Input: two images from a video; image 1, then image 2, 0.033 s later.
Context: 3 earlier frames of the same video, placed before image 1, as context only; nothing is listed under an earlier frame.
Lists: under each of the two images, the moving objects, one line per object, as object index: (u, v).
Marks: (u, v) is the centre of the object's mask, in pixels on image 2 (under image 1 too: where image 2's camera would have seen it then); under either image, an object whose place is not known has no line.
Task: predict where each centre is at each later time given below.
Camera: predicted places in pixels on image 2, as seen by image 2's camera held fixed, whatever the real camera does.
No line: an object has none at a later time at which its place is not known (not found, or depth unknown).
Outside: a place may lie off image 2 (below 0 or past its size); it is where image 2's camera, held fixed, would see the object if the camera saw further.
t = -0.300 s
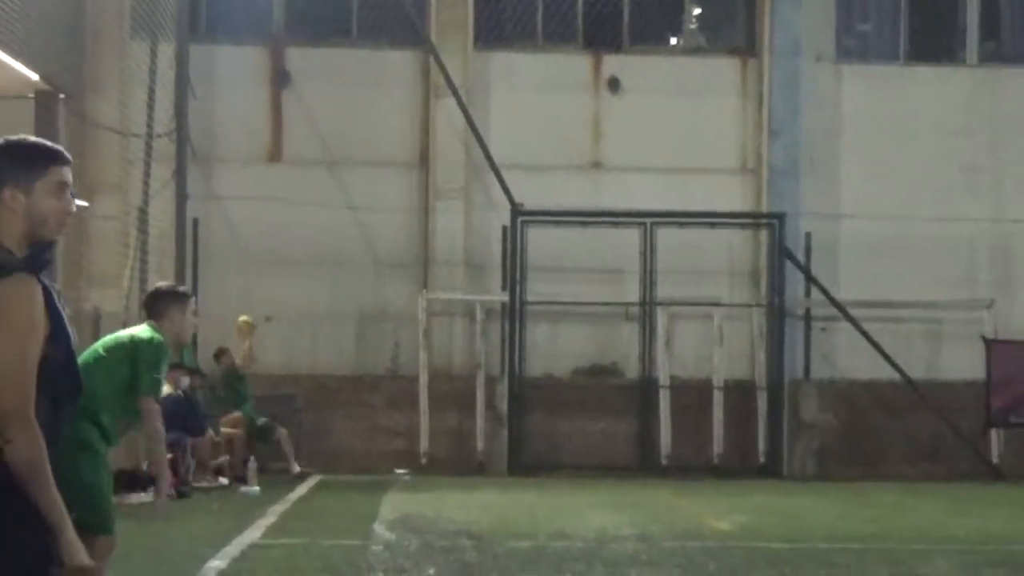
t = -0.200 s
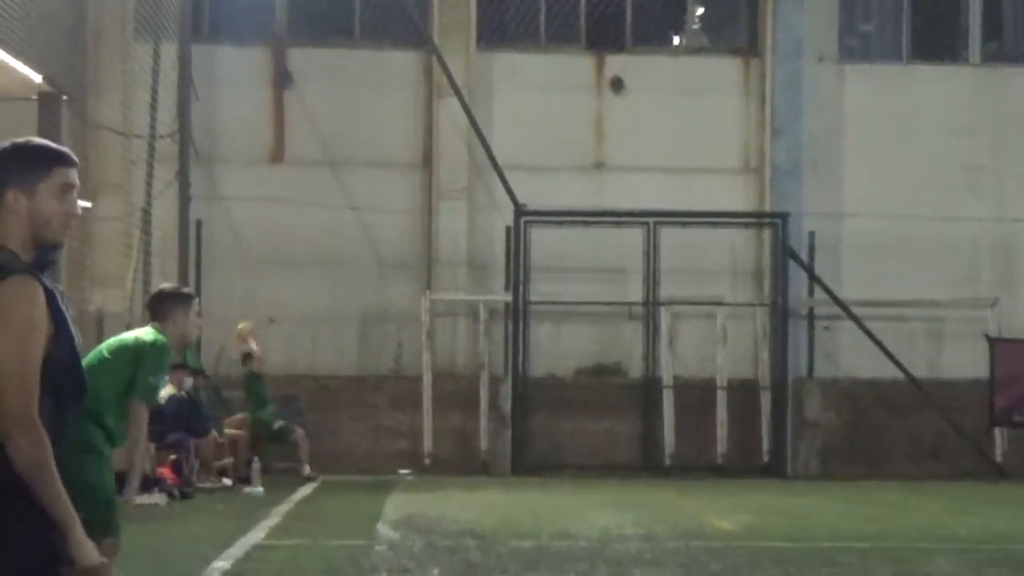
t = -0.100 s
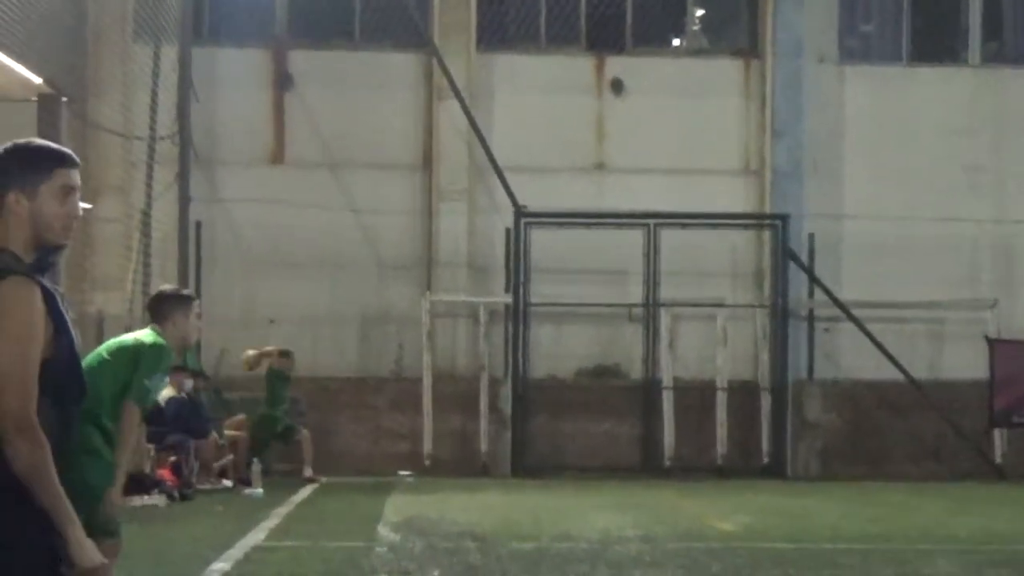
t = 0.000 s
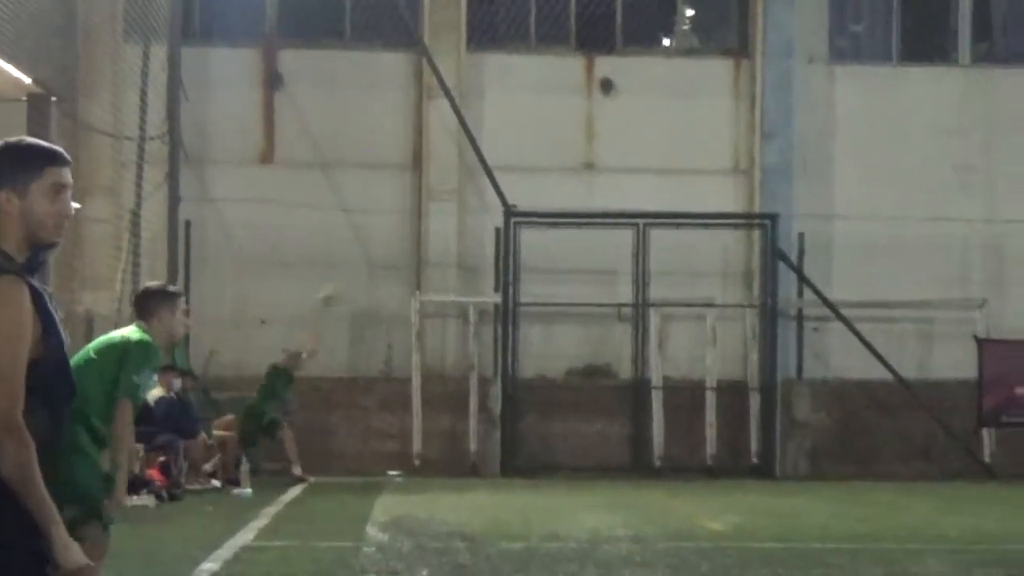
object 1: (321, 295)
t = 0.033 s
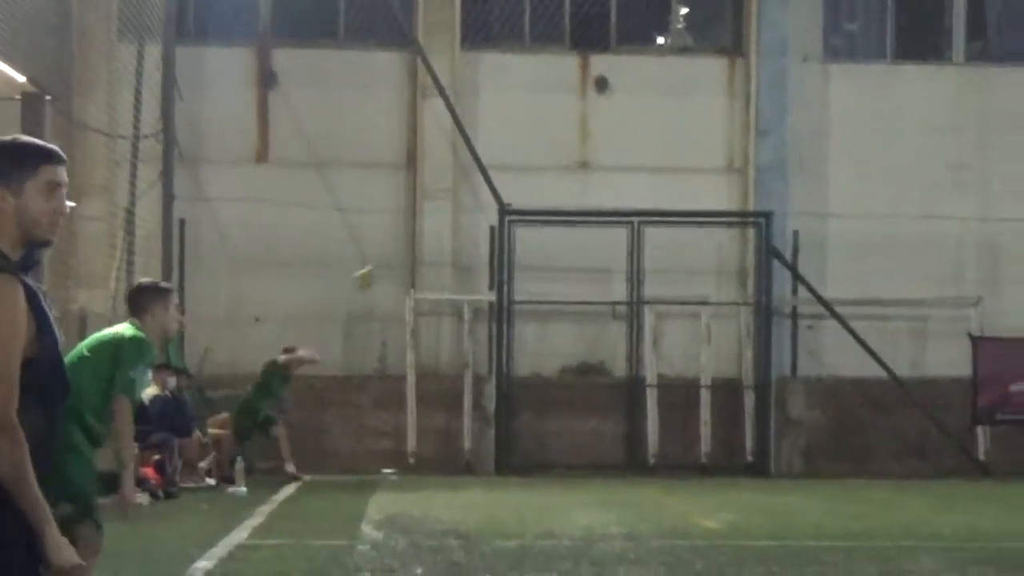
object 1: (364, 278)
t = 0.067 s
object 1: (407, 253)
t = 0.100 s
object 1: (451, 241)
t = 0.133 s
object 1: (494, 225)
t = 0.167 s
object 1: (540, 209)
